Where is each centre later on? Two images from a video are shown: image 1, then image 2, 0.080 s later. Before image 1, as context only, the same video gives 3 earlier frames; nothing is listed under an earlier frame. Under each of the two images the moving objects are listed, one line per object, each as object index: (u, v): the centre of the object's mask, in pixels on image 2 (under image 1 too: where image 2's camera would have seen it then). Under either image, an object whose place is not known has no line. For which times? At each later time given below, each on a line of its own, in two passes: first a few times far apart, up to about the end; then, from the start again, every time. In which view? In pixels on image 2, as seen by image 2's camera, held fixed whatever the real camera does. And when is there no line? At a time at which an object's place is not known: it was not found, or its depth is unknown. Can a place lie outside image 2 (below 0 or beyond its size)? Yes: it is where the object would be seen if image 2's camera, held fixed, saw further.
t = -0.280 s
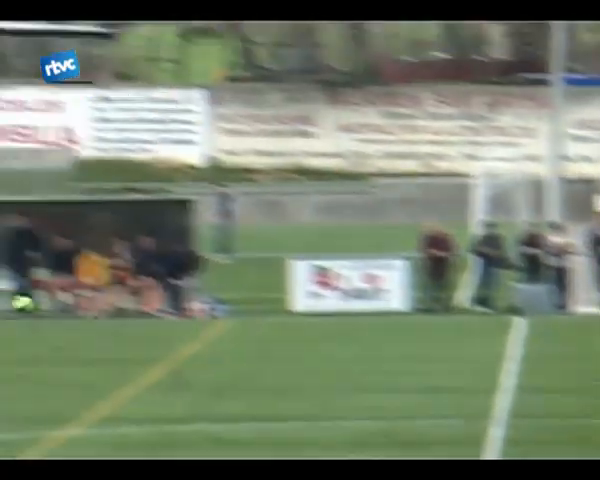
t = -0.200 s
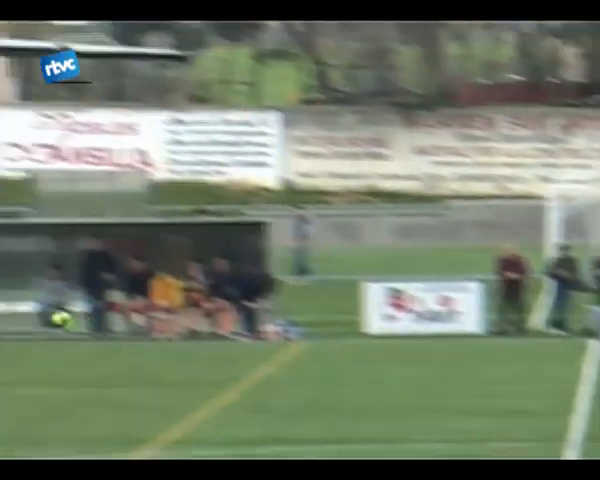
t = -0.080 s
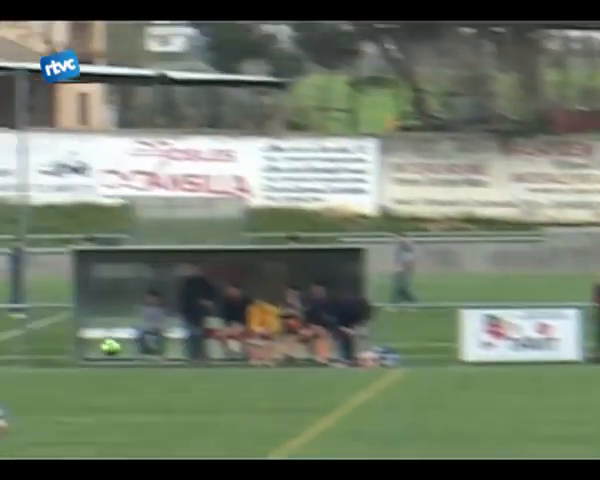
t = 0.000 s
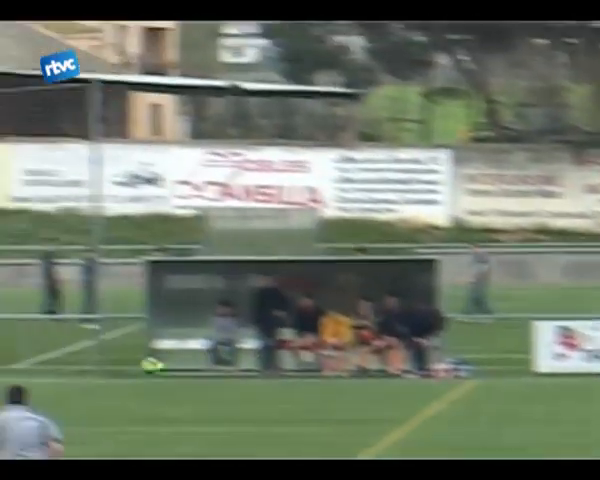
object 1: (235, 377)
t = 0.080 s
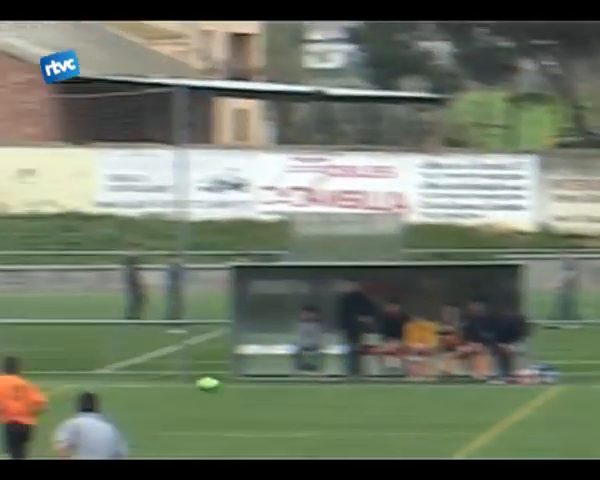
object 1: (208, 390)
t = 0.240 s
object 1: (152, 414)
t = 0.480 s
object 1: (74, 378)
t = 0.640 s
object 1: (27, 383)
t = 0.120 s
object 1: (195, 398)
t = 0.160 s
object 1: (180, 409)
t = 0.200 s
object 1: (166, 421)
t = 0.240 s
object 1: (152, 414)
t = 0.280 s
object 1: (138, 404)
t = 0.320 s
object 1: (125, 396)
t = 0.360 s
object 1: (113, 389)
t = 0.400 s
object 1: (101, 384)
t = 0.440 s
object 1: (87, 380)
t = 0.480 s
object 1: (74, 378)
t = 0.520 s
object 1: (63, 378)
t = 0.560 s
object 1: (50, 380)
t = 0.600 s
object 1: (39, 382)
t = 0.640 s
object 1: (27, 383)
